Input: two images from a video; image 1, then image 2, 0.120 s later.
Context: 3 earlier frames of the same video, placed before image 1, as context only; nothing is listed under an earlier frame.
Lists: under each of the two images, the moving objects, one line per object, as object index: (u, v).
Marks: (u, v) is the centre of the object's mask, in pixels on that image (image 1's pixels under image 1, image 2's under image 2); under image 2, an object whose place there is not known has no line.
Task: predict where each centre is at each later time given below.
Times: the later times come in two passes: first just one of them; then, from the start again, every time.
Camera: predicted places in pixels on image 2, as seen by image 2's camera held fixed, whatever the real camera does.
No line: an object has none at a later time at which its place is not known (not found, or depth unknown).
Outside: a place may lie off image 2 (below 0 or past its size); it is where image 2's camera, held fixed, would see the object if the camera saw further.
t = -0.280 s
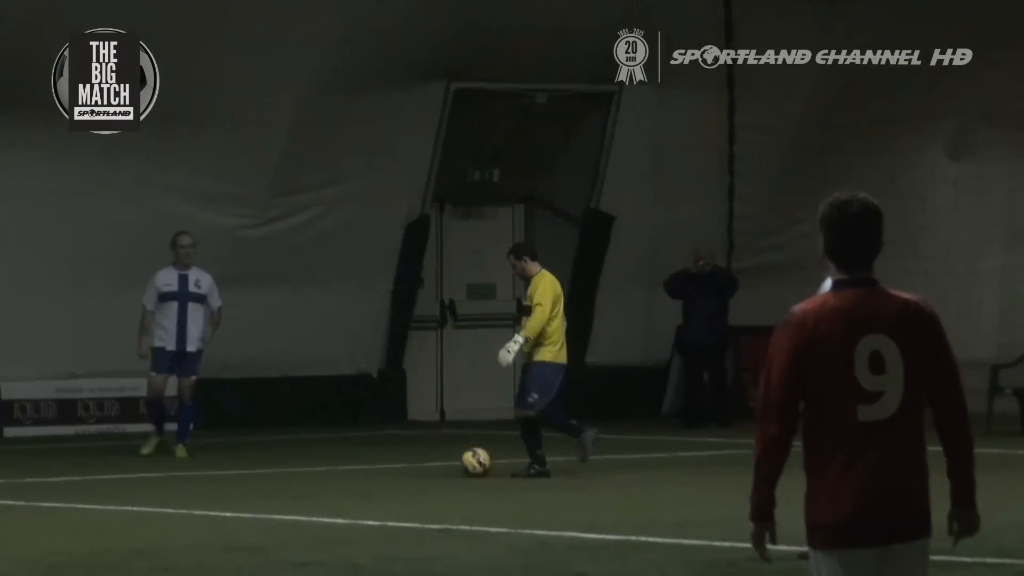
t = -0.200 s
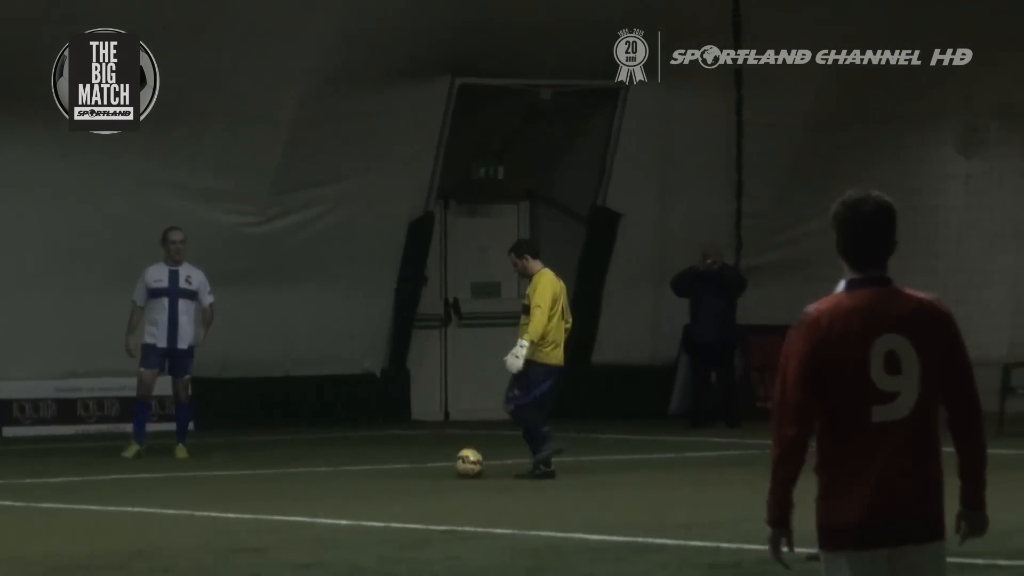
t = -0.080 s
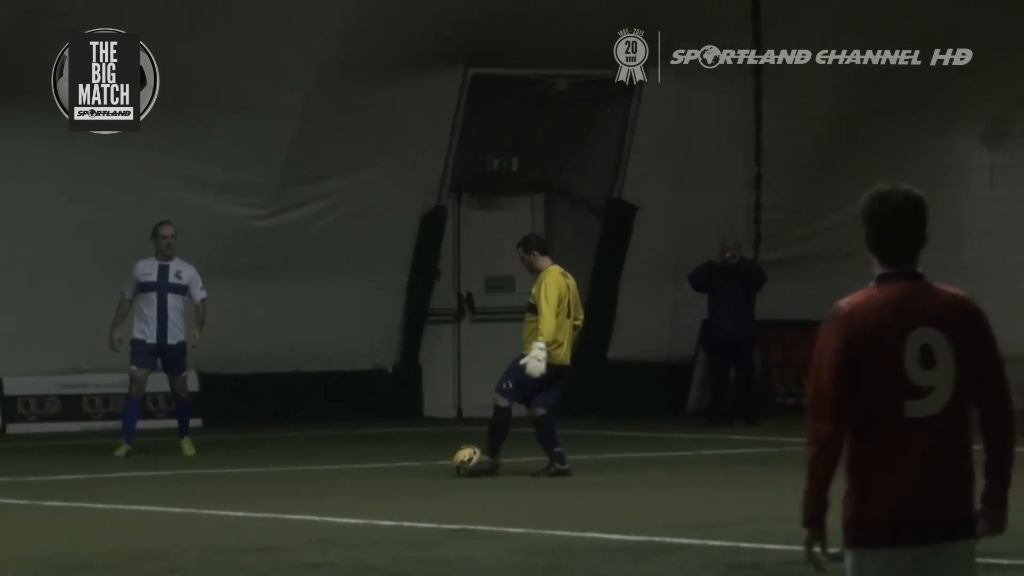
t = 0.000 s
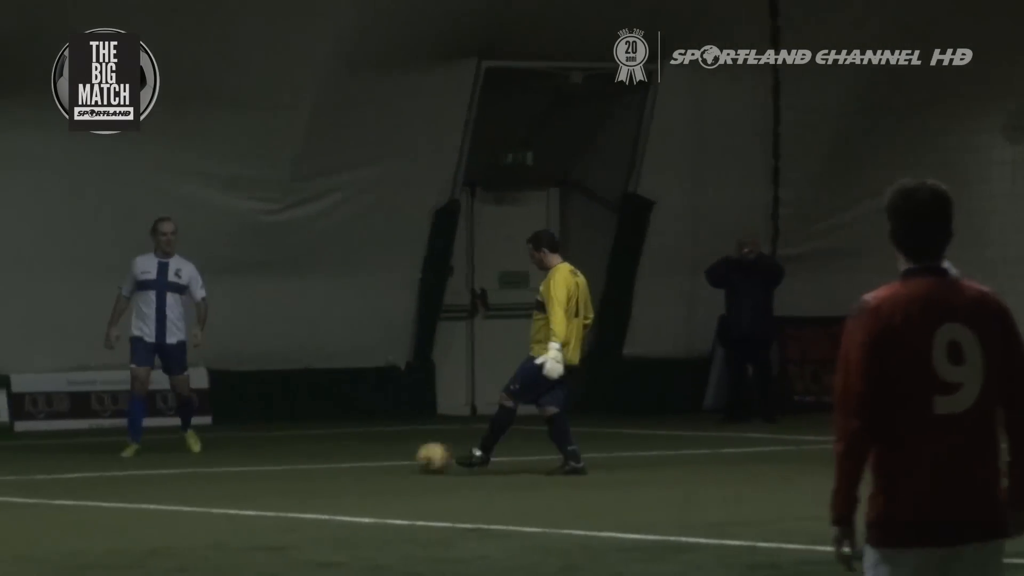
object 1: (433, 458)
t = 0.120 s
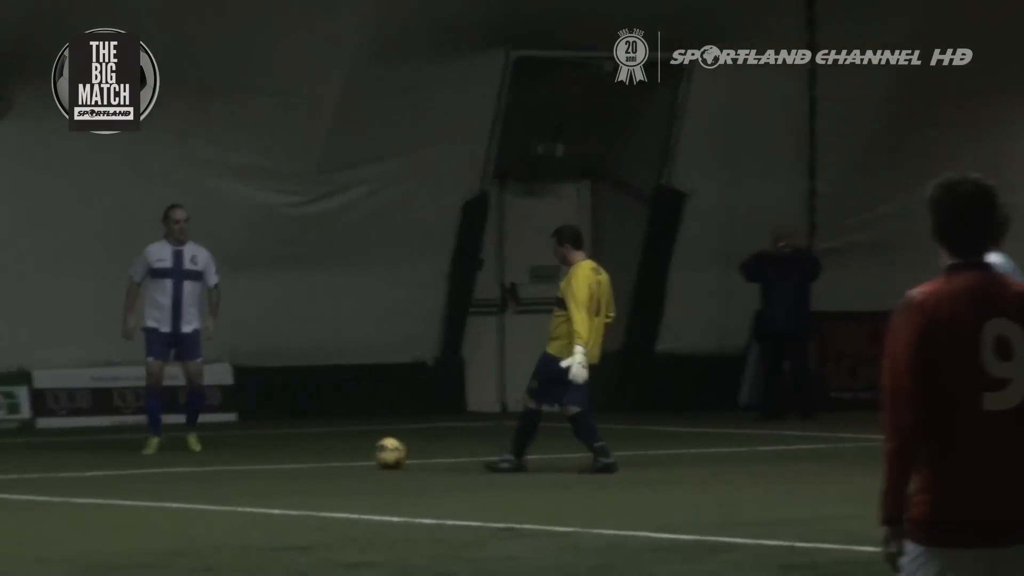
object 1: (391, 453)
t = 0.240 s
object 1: (329, 451)
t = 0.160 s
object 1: (368, 453)
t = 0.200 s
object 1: (348, 452)
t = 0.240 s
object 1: (329, 451)
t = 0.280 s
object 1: (312, 449)
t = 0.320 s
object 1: (295, 449)
